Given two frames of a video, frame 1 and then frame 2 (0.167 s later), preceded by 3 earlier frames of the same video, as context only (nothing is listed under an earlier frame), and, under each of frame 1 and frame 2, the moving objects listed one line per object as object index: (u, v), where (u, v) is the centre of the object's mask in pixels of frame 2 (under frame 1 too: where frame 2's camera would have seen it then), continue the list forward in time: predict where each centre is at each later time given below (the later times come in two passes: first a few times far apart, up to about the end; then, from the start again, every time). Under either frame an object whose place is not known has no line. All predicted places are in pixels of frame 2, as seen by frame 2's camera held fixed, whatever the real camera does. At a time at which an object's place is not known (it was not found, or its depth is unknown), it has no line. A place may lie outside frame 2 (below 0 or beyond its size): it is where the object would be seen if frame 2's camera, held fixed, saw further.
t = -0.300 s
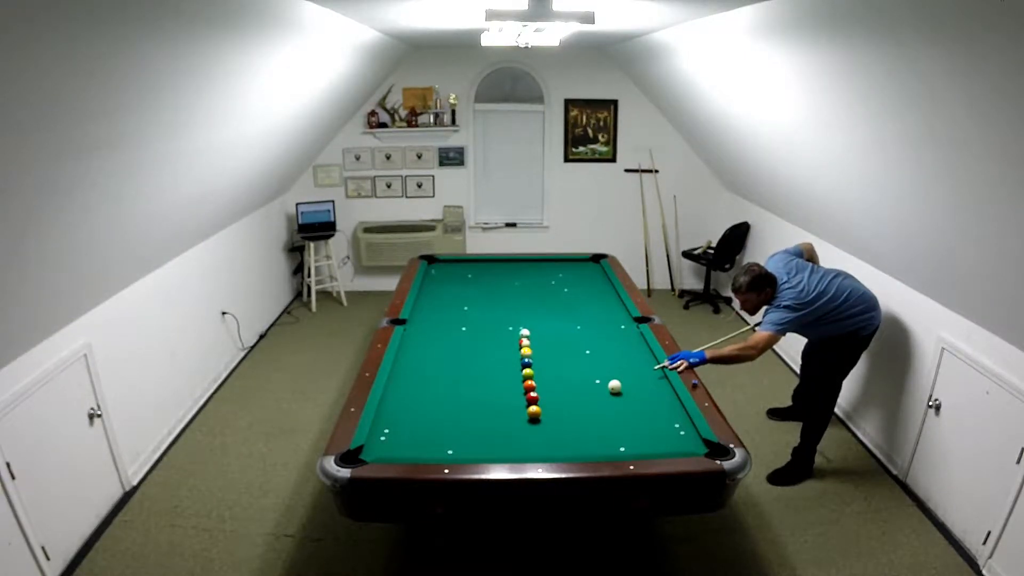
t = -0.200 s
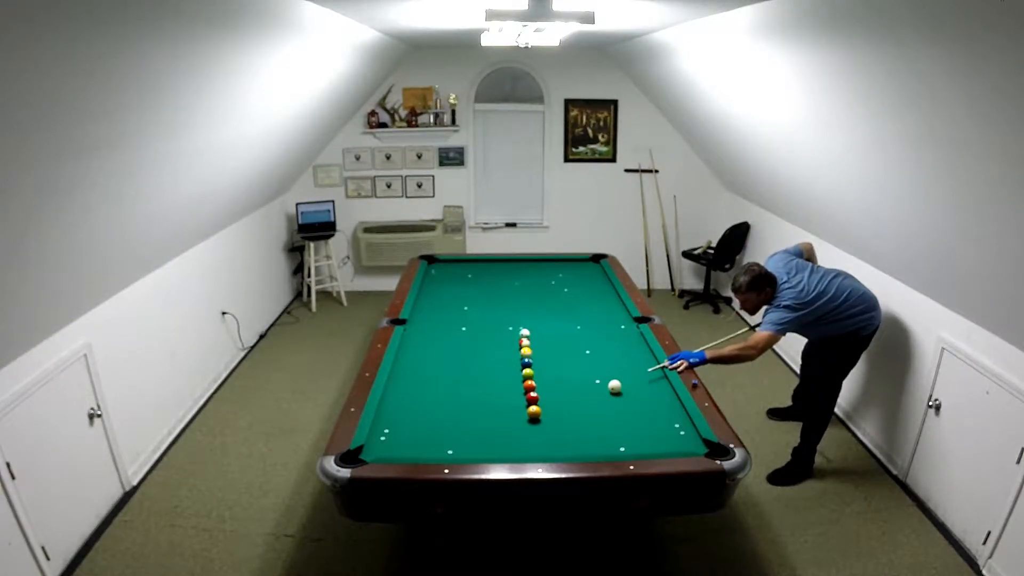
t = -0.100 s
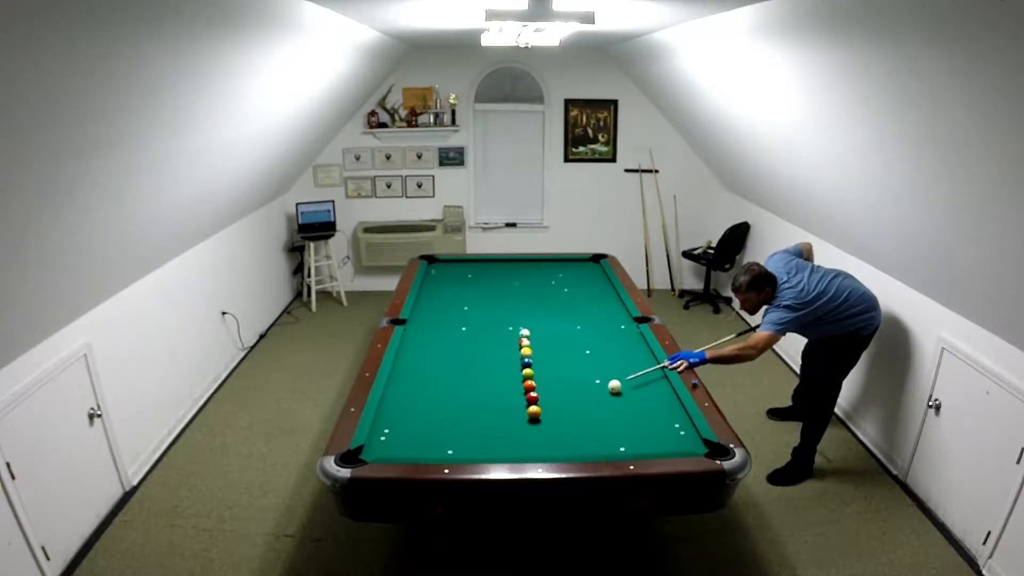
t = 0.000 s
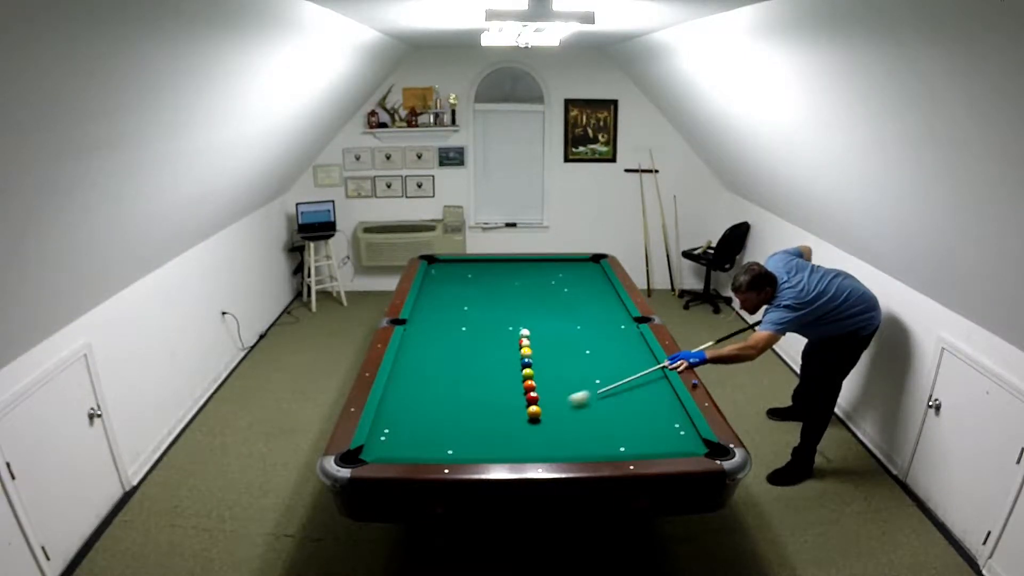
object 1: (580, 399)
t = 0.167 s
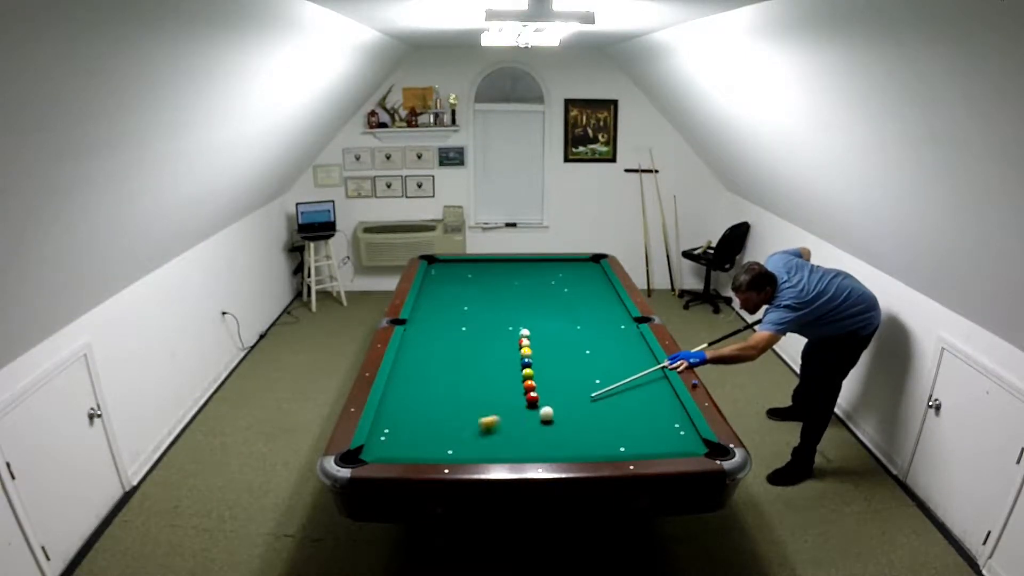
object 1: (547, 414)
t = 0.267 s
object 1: (541, 420)
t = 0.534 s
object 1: (513, 438)
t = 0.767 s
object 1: (486, 452)
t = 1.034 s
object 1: (462, 444)
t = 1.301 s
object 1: (443, 434)
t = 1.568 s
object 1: (424, 425)
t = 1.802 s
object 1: (410, 418)
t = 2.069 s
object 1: (396, 411)
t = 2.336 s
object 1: (386, 405)
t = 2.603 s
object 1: (394, 401)
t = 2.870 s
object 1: (401, 398)
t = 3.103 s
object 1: (408, 395)
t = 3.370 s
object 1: (413, 393)
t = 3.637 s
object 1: (418, 391)
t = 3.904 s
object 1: (422, 390)
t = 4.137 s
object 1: (424, 389)
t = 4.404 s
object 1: (426, 388)
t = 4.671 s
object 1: (427, 389)
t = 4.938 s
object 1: (427, 389)
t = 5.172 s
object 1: (427, 388)
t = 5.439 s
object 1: (427, 388)
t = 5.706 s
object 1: (427, 389)
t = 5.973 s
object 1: (427, 388)
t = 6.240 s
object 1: (427, 388)
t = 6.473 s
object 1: (427, 388)
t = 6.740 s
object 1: (427, 388)
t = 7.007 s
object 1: (427, 389)
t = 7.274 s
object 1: (427, 389)
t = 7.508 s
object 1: (427, 388)
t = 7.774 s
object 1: (427, 389)
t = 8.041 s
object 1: (427, 388)
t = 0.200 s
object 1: (546, 416)
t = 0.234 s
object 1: (544, 418)
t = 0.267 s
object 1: (541, 420)
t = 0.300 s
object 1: (538, 422)
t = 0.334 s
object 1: (535, 424)
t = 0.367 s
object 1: (531, 427)
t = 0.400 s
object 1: (528, 429)
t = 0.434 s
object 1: (524, 431)
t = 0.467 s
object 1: (520, 434)
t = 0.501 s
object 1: (516, 436)
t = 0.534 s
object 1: (513, 438)
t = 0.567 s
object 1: (509, 441)
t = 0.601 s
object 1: (505, 443)
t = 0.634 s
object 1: (501, 446)
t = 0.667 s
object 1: (497, 447)
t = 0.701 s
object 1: (494, 449)
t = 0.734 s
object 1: (490, 451)
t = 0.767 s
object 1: (486, 452)
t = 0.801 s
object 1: (483, 452)
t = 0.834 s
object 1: (480, 450)
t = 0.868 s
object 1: (477, 449)
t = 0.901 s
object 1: (474, 449)
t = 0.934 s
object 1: (471, 448)
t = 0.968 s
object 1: (469, 447)
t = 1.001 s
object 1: (465, 446)
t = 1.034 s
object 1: (462, 444)
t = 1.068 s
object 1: (460, 443)
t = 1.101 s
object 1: (458, 441)
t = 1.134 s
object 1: (455, 440)
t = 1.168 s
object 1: (452, 439)
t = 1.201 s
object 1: (450, 438)
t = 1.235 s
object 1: (447, 436)
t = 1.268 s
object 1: (445, 435)
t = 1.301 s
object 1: (443, 434)
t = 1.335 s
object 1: (440, 433)
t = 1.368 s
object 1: (438, 432)
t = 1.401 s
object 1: (435, 431)
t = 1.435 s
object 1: (433, 429)
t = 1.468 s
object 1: (431, 428)
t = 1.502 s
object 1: (428, 428)
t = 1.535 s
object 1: (426, 426)
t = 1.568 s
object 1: (424, 425)
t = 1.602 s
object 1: (422, 424)
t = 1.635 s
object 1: (420, 423)
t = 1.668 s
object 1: (418, 422)
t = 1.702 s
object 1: (416, 421)
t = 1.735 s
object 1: (414, 420)
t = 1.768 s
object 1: (412, 419)
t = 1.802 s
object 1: (410, 418)
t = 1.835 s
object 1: (408, 417)
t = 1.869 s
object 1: (406, 417)
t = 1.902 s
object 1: (404, 416)
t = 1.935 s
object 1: (402, 415)
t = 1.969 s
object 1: (401, 414)
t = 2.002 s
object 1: (399, 413)
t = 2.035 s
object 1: (397, 412)
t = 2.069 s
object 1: (396, 411)
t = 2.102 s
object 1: (394, 410)
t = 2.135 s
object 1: (392, 410)
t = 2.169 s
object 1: (391, 409)
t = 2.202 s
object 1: (389, 408)
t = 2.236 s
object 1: (388, 407)
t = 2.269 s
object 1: (386, 406)
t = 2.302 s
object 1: (385, 405)
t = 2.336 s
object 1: (386, 405)
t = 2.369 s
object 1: (387, 404)
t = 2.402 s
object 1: (388, 404)
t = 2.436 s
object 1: (389, 403)
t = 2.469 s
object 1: (390, 403)
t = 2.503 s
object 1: (391, 402)
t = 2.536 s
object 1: (392, 402)
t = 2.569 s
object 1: (393, 402)
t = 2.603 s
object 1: (394, 401)
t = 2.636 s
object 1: (395, 401)
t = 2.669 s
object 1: (396, 400)
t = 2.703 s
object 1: (397, 400)
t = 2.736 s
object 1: (398, 399)
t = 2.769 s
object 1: (399, 399)
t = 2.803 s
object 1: (400, 399)
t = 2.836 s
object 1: (401, 399)
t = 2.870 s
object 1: (401, 398)
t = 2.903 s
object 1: (403, 397)
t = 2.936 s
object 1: (404, 397)
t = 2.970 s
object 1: (404, 397)
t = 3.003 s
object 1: (405, 396)
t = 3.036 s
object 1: (406, 396)
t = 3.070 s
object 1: (407, 396)
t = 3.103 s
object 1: (408, 395)
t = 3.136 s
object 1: (408, 395)
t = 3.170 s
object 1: (409, 395)
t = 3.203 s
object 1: (410, 394)
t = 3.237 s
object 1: (410, 394)
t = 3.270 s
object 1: (411, 393)
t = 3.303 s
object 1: (412, 394)
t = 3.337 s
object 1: (412, 393)
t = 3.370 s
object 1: (413, 393)
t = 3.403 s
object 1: (414, 393)
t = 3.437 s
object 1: (415, 392)
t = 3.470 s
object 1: (415, 393)
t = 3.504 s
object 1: (416, 392)
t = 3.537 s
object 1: (416, 392)
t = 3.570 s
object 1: (417, 392)
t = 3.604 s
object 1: (417, 392)
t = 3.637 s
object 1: (418, 391)
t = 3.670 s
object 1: (419, 392)
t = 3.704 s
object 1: (419, 391)
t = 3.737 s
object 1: (420, 391)
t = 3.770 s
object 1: (420, 391)
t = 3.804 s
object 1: (420, 390)
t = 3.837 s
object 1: (421, 390)
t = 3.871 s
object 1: (421, 390)
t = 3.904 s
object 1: (422, 390)
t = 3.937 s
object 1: (422, 390)
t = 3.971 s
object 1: (423, 390)
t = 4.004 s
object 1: (423, 390)
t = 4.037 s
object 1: (423, 389)
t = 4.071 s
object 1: (424, 390)
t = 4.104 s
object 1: (424, 389)
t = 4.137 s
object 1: (424, 389)
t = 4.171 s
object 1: (425, 389)
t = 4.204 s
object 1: (425, 389)
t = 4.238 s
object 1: (425, 389)
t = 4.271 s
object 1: (425, 389)
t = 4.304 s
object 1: (425, 388)
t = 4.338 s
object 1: (426, 388)
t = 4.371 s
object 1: (426, 388)
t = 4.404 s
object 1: (426, 388)
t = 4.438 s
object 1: (426, 389)
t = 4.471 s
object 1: (426, 389)
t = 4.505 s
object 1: (427, 388)
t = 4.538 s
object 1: (427, 388)
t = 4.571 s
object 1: (427, 388)
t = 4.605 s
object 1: (427, 389)
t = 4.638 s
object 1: (427, 388)
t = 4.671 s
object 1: (427, 389)
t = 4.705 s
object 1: (427, 388)
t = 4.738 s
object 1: (427, 389)
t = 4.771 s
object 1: (427, 388)
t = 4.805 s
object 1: (427, 389)
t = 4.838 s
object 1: (427, 388)
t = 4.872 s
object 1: (427, 389)
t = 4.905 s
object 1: (427, 388)
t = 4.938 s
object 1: (427, 389)
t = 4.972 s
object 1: (427, 389)
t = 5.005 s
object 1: (427, 388)
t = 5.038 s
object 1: (427, 389)
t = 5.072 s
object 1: (427, 388)
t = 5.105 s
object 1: (427, 389)
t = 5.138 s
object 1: (427, 388)
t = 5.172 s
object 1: (427, 388)
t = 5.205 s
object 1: (427, 389)
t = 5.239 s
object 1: (427, 389)
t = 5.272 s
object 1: (427, 388)
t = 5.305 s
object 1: (427, 388)
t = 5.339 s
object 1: (427, 389)
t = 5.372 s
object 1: (427, 389)
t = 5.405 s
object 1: (427, 388)
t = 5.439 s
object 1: (427, 388)
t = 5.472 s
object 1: (427, 388)
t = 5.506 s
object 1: (427, 389)
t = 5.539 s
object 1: (427, 388)
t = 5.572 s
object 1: (427, 389)
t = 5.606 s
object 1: (427, 389)
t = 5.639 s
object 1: (427, 388)
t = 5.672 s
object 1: (427, 389)
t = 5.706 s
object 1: (427, 389)
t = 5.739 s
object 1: (427, 388)
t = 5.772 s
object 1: (427, 389)
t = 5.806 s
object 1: (427, 388)
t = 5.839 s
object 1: (427, 389)
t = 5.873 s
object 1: (427, 388)
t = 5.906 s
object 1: (427, 388)
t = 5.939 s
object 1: (427, 388)
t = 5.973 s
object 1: (427, 388)
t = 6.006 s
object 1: (427, 389)
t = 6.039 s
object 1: (427, 388)
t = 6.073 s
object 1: (427, 389)
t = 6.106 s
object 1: (427, 388)
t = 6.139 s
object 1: (427, 389)
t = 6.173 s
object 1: (427, 388)
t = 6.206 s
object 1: (427, 388)
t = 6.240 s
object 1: (427, 388)
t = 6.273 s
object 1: (427, 389)
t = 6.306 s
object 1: (427, 389)
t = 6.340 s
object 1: (427, 388)
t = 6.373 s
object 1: (427, 389)
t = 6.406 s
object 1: (427, 388)
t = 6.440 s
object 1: (427, 388)
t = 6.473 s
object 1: (427, 388)
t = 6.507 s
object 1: (427, 389)
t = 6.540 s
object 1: (427, 388)
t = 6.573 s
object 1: (427, 388)
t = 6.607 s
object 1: (427, 389)
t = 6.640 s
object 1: (427, 388)
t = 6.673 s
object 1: (427, 388)
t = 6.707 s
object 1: (427, 388)
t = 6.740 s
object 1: (427, 388)
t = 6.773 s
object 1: (427, 388)
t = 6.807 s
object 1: (427, 388)
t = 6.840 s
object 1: (427, 388)
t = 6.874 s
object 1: (427, 388)
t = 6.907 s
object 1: (427, 388)
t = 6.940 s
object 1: (427, 388)
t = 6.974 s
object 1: (427, 388)
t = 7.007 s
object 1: (427, 389)
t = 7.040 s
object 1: (427, 388)
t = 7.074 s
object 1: (427, 388)
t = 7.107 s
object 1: (427, 388)
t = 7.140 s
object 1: (427, 388)
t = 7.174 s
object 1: (427, 389)
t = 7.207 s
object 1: (427, 388)
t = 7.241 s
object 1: (427, 389)
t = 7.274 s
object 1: (427, 389)
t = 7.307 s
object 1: (427, 388)
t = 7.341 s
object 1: (427, 389)
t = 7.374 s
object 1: (427, 388)
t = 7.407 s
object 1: (427, 388)
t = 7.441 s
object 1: (427, 388)
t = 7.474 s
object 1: (427, 388)
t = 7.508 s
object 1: (427, 388)
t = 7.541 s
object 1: (427, 389)
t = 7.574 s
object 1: (427, 388)
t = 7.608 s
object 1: (427, 389)
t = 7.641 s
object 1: (427, 388)
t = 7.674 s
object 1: (427, 388)
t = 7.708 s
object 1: (427, 389)
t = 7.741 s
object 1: (427, 388)
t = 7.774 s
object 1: (427, 389)
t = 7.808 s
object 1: (427, 388)
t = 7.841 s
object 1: (427, 388)
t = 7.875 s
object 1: (427, 389)
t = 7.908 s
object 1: (427, 388)
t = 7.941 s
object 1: (427, 388)
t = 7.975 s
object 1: (427, 389)
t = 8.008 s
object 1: (427, 389)
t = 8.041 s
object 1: (427, 388)
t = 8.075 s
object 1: (427, 389)
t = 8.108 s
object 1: (427, 388)
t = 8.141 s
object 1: (427, 388)
